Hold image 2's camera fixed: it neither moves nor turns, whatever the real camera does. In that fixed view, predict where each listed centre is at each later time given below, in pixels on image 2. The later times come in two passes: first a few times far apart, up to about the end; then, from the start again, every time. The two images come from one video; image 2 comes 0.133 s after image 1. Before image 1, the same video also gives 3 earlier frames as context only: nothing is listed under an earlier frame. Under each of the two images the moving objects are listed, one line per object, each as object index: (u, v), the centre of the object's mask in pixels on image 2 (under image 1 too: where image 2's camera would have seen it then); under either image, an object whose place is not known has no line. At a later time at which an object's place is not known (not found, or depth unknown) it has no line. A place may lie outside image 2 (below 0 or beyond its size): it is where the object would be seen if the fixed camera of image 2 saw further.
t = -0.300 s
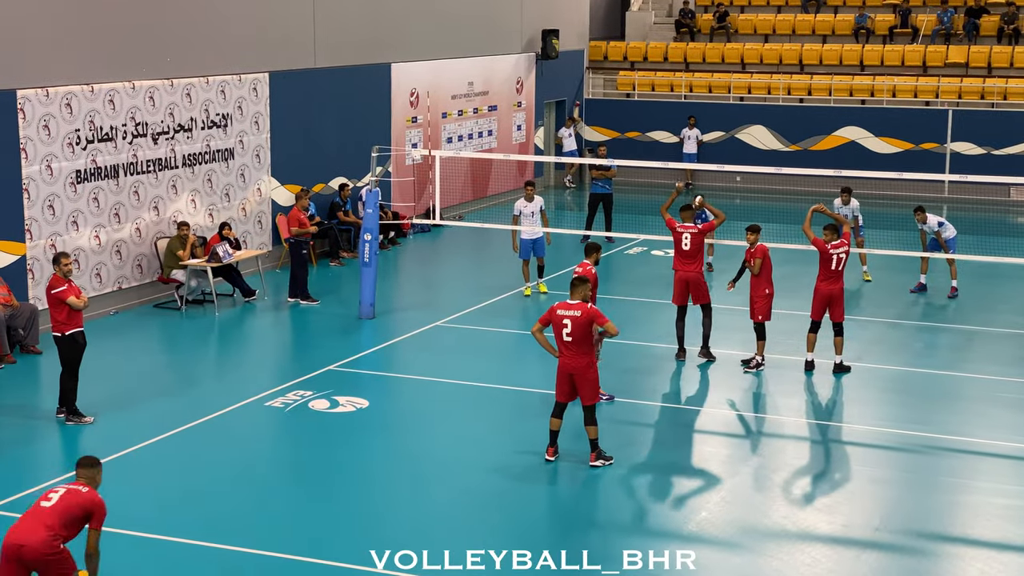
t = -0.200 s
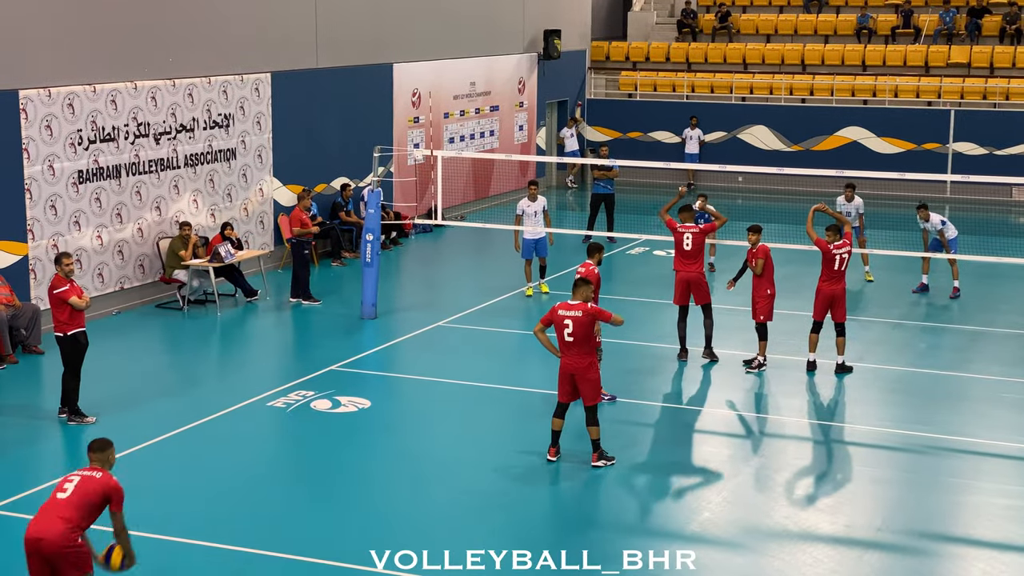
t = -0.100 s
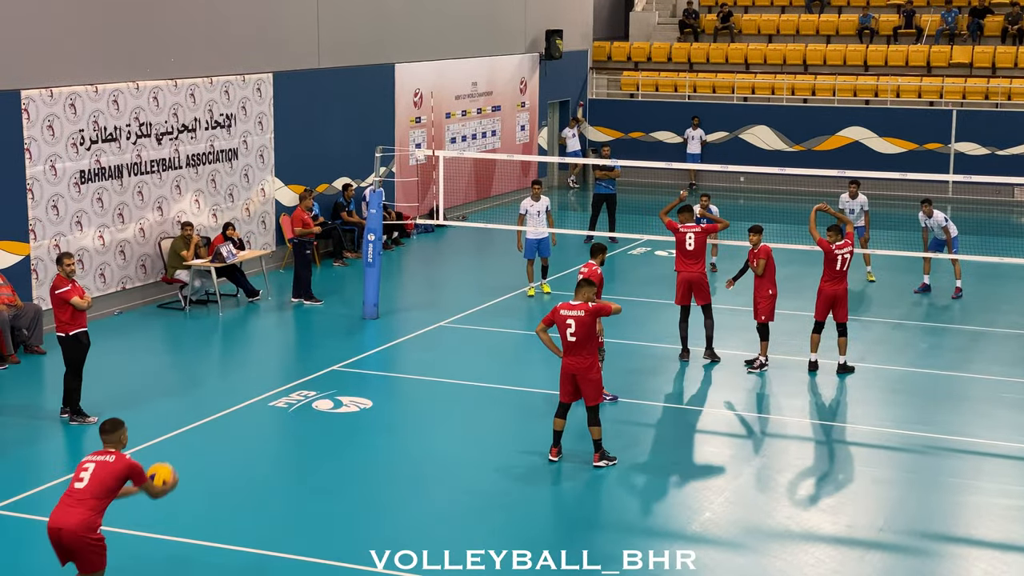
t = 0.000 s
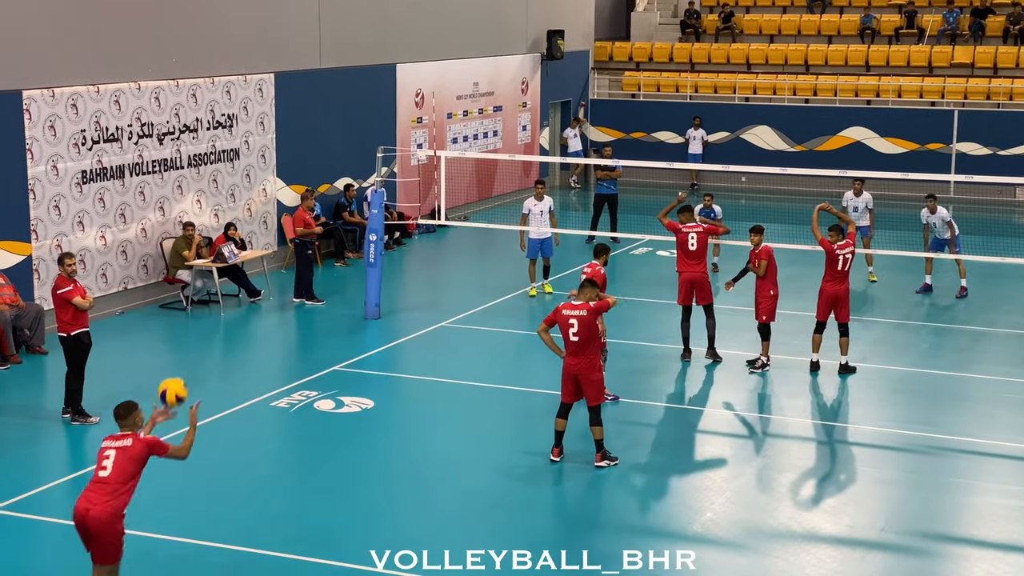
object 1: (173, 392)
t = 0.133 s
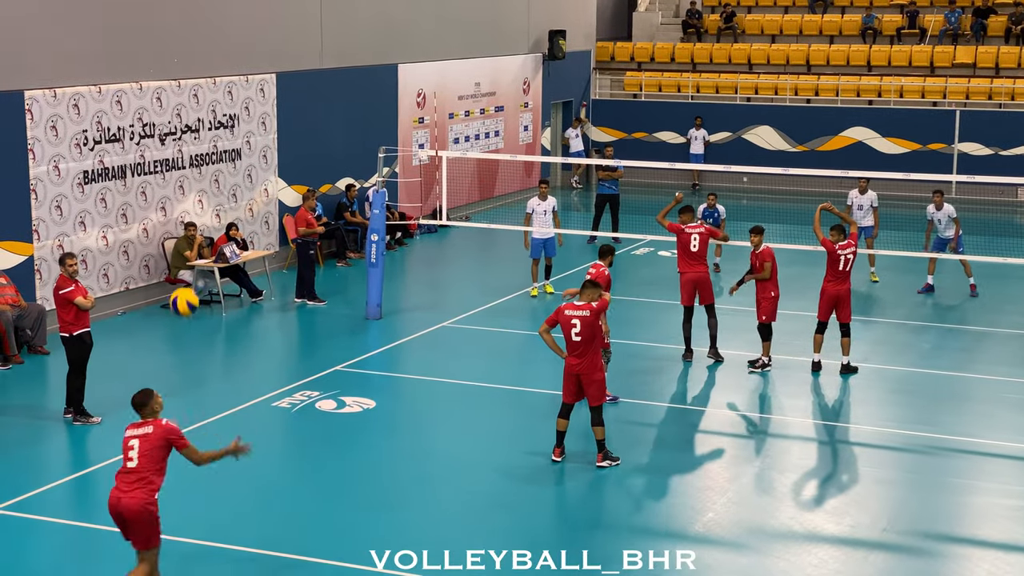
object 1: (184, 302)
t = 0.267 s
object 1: (196, 237)
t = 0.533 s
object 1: (220, 179)
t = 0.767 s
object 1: (242, 202)
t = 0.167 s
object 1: (187, 283)
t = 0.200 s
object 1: (190, 266)
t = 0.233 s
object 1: (193, 250)
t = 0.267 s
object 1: (196, 237)
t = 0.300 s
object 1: (199, 225)
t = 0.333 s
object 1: (202, 214)
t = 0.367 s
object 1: (205, 204)
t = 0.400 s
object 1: (208, 196)
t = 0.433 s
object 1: (211, 190)
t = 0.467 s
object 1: (214, 185)
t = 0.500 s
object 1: (217, 181)
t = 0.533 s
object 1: (220, 179)
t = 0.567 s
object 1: (223, 178)
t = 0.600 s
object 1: (226, 179)
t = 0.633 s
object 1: (229, 181)
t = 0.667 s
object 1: (232, 184)
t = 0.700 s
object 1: (235, 189)
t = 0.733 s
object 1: (239, 194)
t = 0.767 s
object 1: (242, 202)
